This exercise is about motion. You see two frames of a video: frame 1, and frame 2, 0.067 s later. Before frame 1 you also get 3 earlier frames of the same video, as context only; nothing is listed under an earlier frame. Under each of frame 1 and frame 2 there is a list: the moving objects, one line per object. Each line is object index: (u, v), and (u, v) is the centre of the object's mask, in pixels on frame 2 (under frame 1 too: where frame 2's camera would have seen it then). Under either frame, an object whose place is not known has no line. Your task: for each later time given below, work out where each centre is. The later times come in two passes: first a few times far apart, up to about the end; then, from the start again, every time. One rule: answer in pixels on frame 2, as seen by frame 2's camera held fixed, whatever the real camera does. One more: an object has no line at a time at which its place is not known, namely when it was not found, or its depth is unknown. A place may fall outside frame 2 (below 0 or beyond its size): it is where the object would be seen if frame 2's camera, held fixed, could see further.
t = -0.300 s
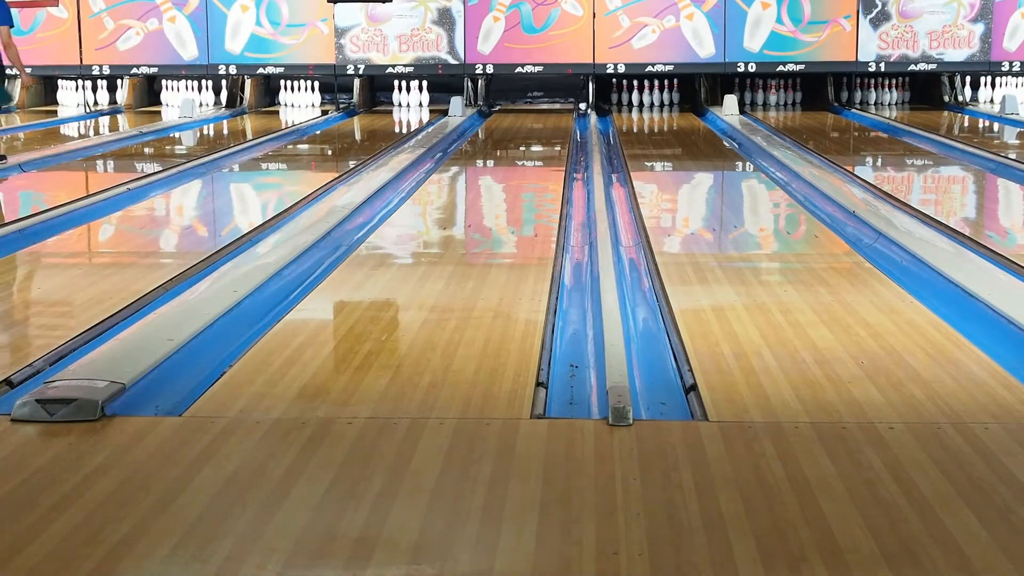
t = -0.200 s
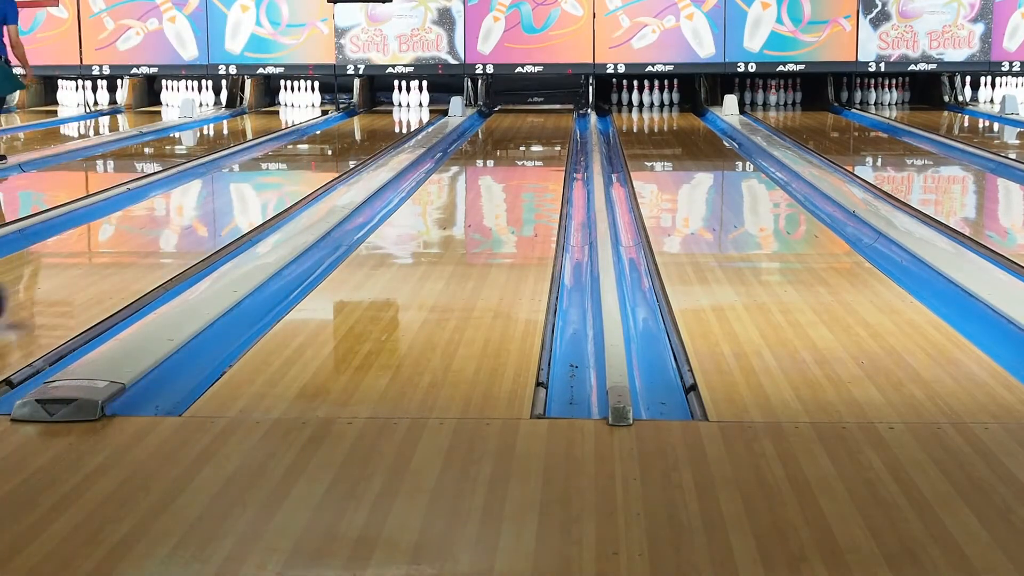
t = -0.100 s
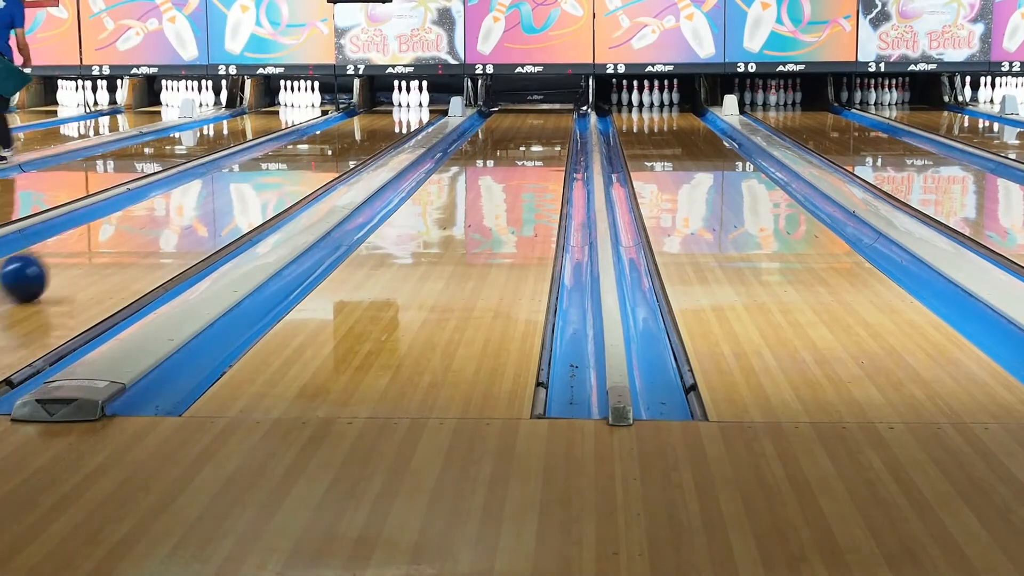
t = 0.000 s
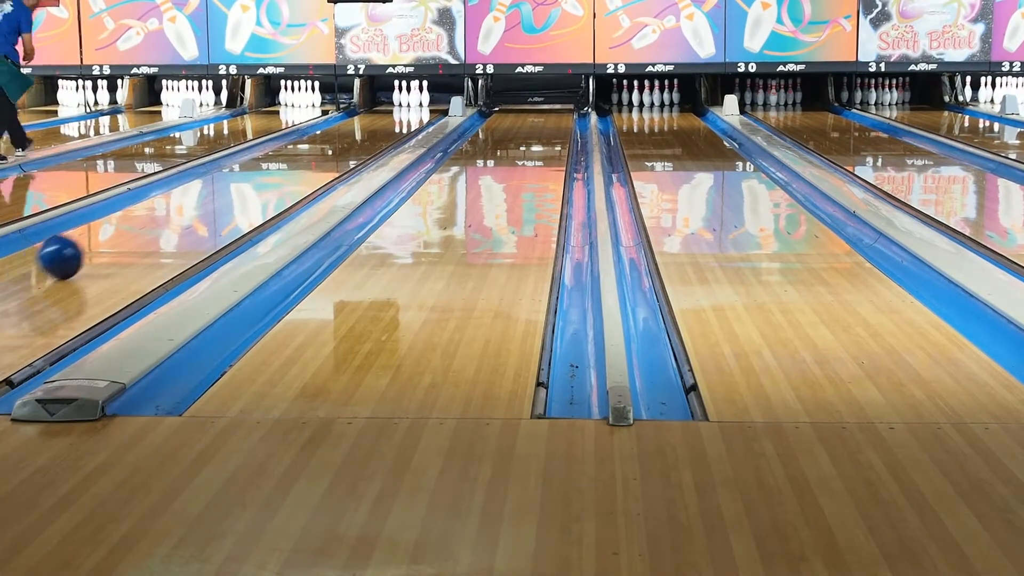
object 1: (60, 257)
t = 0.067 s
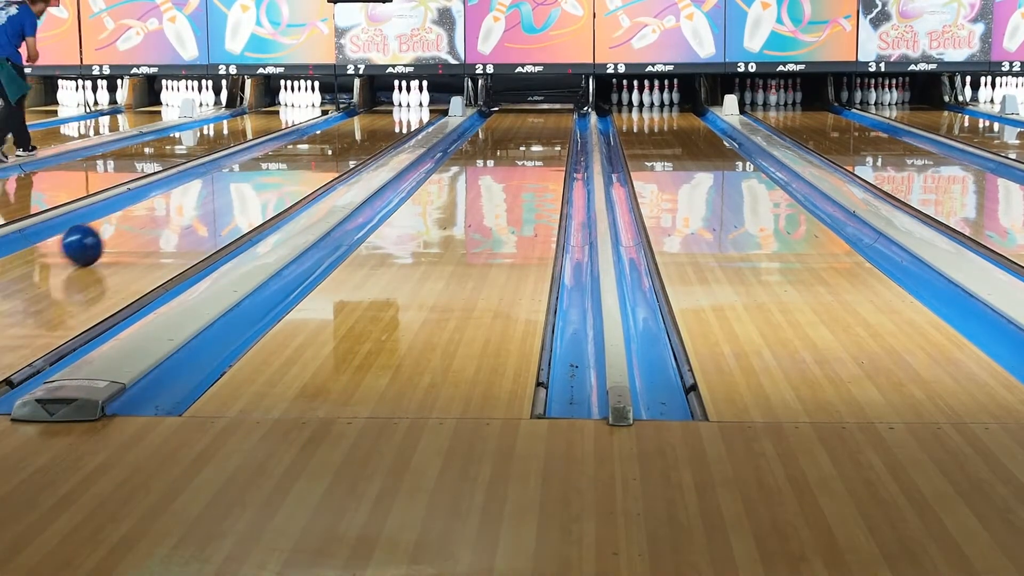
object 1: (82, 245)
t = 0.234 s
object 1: (127, 220)
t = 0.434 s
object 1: (169, 197)
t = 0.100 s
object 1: (92, 240)
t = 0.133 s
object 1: (101, 235)
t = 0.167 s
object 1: (111, 230)
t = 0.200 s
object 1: (119, 225)
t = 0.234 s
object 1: (127, 220)
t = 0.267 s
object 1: (135, 216)
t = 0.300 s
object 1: (142, 212)
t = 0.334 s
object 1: (149, 208)
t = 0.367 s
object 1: (156, 204)
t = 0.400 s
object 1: (163, 201)
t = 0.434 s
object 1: (169, 197)
